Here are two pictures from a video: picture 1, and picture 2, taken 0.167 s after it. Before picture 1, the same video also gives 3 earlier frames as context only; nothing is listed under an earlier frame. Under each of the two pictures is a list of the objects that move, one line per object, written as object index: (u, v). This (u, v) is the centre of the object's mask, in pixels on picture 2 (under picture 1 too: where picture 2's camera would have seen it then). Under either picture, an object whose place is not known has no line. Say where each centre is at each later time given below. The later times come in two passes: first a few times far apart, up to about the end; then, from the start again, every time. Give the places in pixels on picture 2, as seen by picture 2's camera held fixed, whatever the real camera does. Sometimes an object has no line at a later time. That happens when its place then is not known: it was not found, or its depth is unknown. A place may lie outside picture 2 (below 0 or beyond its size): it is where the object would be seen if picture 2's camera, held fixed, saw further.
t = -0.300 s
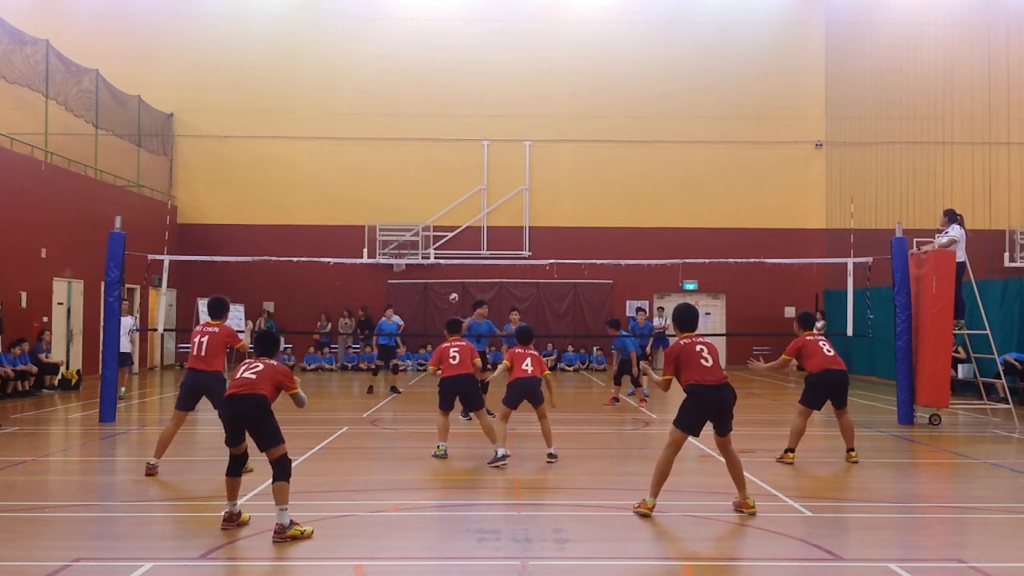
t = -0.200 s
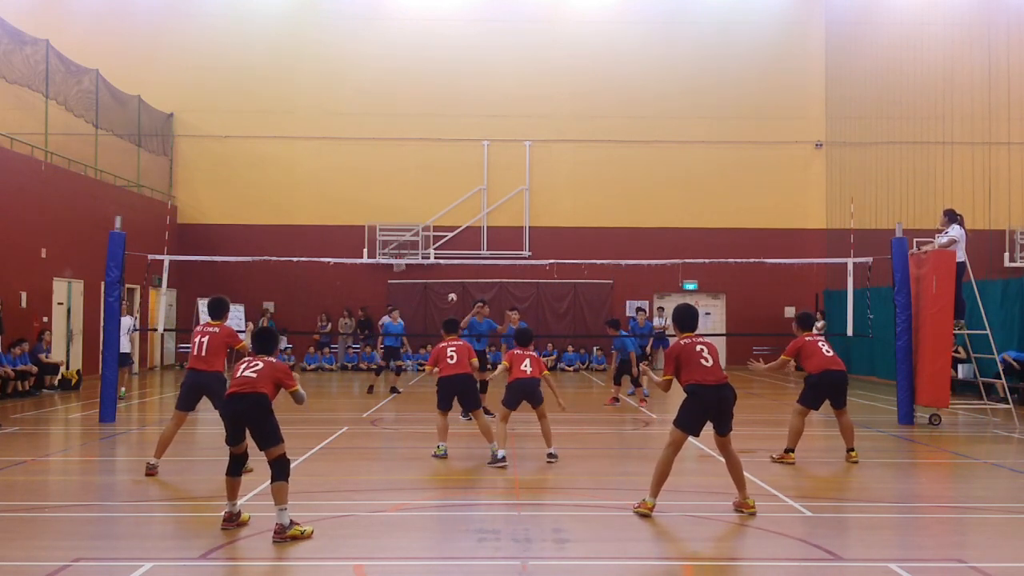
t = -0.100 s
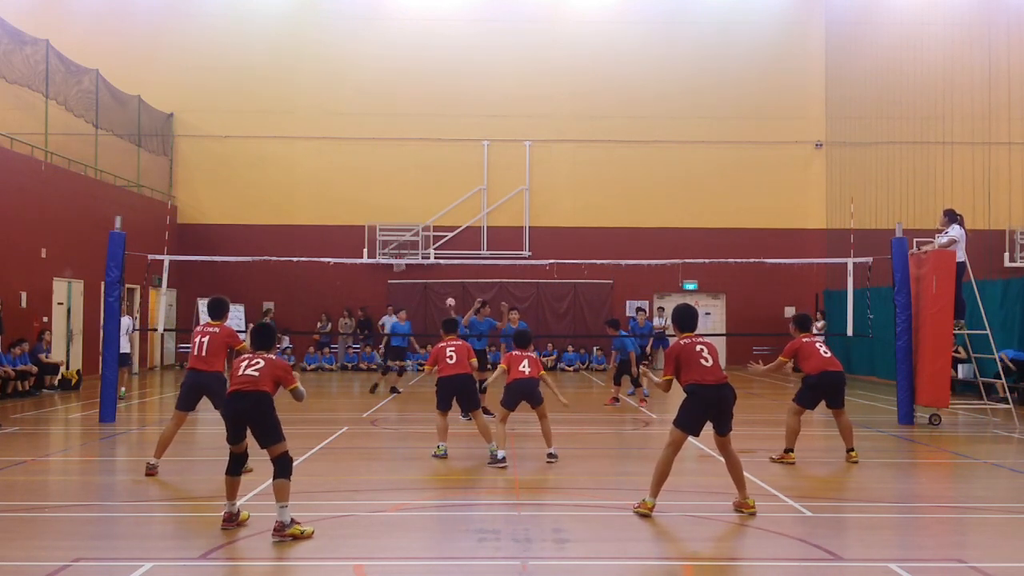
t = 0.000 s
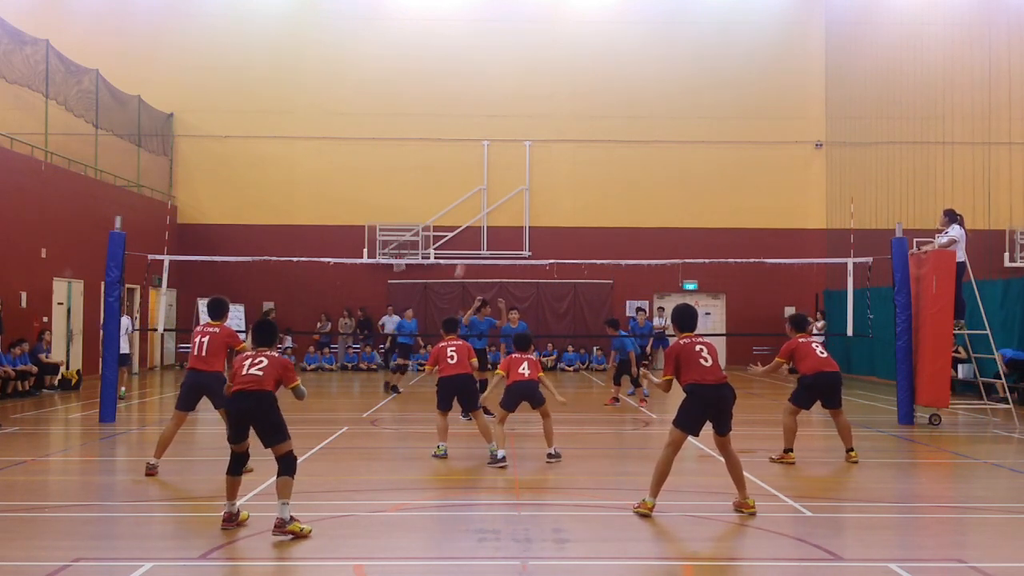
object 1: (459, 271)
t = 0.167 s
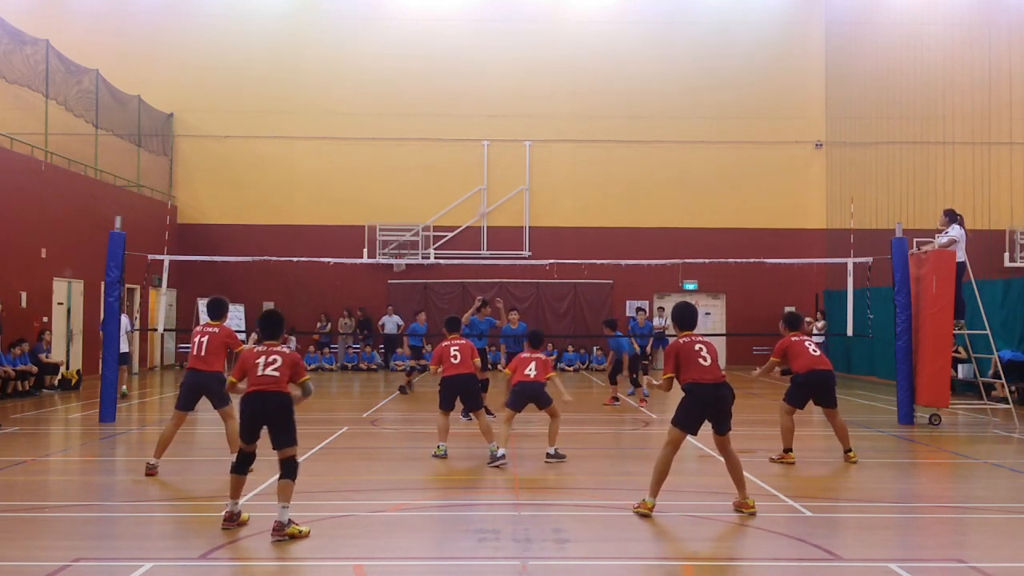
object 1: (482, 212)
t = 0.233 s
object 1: (492, 192)
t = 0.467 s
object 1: (534, 132)
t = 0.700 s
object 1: (588, 92)
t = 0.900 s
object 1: (645, 83)
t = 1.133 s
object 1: (730, 109)
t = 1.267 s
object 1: (792, 153)
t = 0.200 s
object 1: (486, 203)
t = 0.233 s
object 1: (492, 192)
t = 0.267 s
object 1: (497, 184)
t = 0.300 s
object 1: (503, 174)
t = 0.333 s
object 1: (509, 165)
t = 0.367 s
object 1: (515, 156)
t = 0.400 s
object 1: (522, 146)
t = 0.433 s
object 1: (528, 138)
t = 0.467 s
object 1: (534, 132)
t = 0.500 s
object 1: (542, 123)
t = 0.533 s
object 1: (549, 117)
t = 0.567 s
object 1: (556, 111)
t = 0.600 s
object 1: (563, 106)
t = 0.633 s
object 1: (572, 100)
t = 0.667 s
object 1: (579, 96)
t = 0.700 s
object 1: (588, 92)
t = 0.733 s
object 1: (596, 88)
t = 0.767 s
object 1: (606, 86)
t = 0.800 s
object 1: (615, 83)
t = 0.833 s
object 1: (624, 83)
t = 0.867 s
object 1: (634, 82)
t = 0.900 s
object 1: (645, 83)
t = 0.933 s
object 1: (656, 82)
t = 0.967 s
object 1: (666, 84)
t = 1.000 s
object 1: (679, 87)
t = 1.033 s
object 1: (690, 91)
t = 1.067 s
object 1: (703, 97)
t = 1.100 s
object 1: (717, 102)
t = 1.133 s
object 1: (730, 109)
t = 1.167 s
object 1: (744, 117)
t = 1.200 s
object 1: (759, 127)
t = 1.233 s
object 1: (777, 140)
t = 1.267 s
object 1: (792, 153)
